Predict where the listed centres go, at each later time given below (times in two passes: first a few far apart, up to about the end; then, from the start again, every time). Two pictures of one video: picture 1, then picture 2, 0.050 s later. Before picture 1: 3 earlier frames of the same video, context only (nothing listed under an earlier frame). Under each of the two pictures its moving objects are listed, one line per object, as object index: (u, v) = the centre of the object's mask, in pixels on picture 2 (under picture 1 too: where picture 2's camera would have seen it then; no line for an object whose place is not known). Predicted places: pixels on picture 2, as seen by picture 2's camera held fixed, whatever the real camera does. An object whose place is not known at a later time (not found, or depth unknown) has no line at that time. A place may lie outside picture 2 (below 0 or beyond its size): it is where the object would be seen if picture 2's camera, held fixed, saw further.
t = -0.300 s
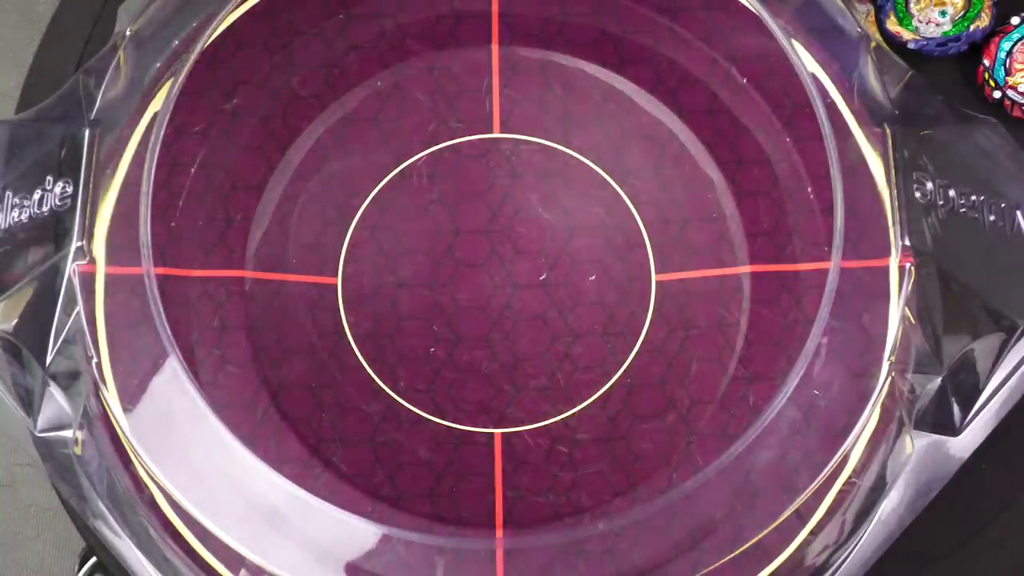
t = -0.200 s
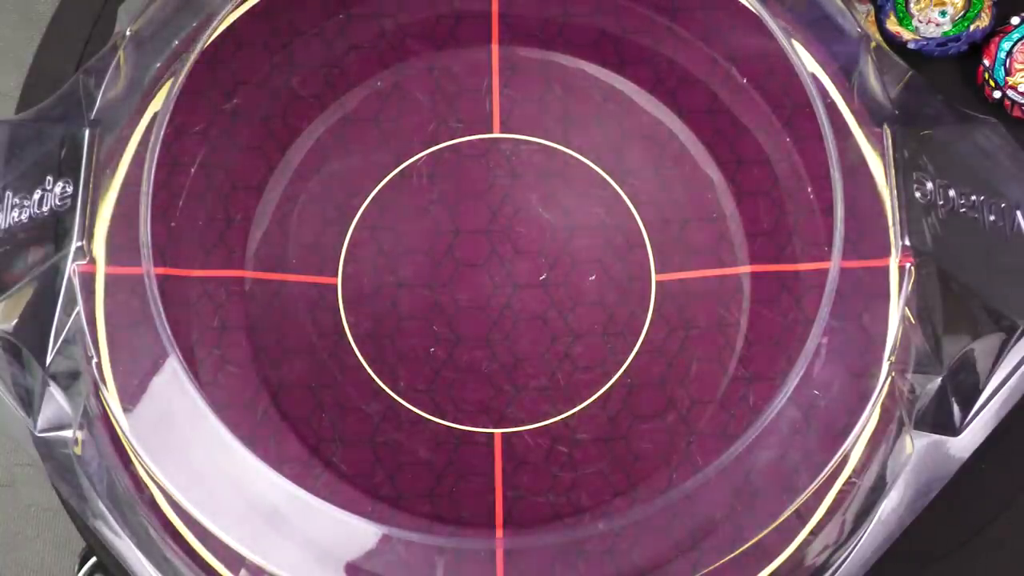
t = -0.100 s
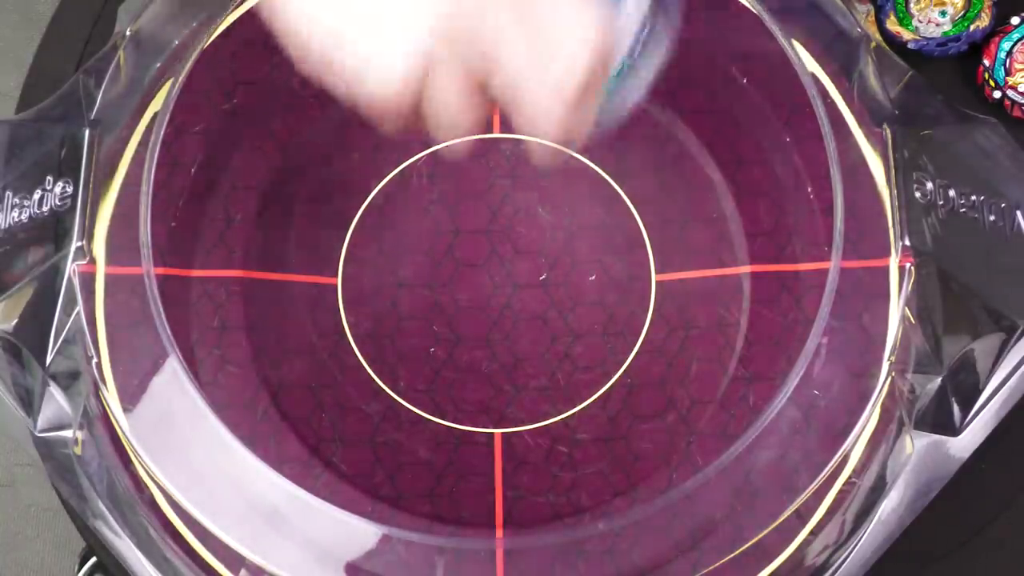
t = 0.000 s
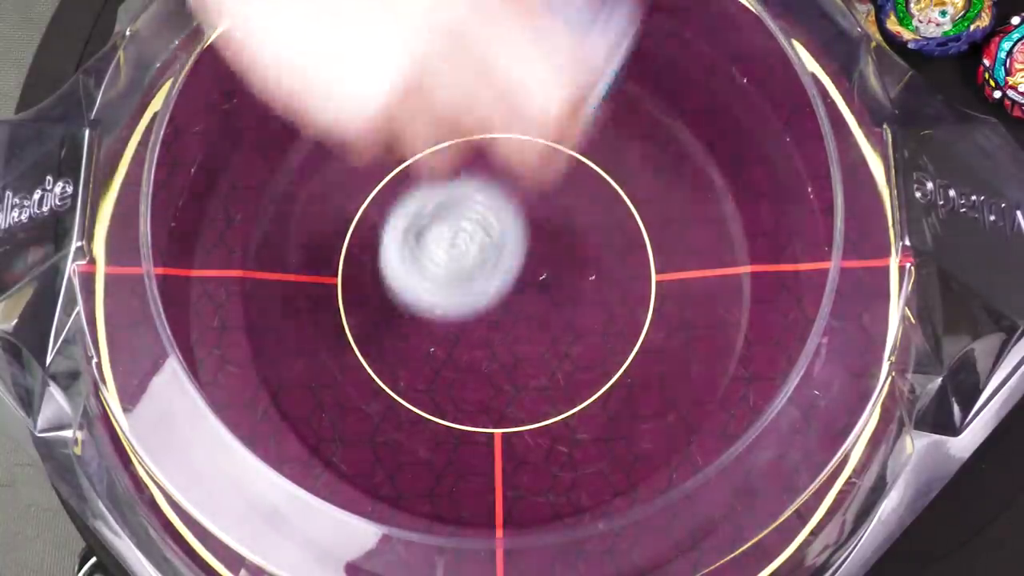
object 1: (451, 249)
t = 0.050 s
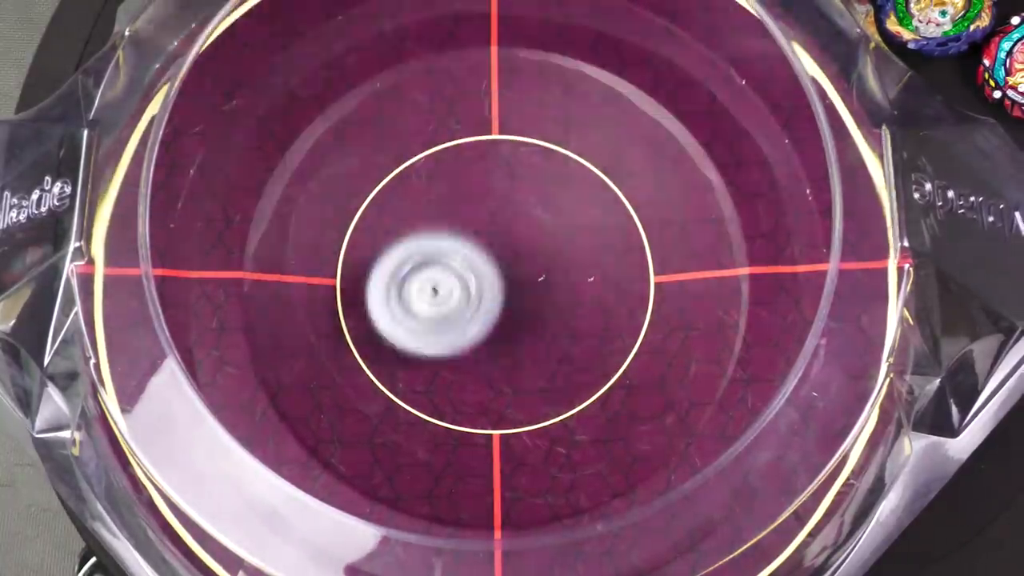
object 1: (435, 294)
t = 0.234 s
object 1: (500, 258)
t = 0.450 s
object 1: (613, 271)
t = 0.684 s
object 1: (556, 380)
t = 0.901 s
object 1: (376, 309)
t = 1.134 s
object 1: (465, 73)
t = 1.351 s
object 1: (722, 61)
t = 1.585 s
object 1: (752, 192)
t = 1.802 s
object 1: (563, 376)
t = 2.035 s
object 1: (263, 300)
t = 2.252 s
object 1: (260, 60)
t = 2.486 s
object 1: (445, 22)
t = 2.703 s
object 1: (650, 120)
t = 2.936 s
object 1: (645, 453)
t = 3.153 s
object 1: (387, 546)
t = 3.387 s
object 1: (207, 395)
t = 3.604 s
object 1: (192, 236)
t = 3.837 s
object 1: (322, 89)
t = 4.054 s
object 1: (605, 90)
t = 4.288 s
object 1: (746, 360)
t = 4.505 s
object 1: (629, 533)
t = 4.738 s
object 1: (408, 539)
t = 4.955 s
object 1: (299, 440)
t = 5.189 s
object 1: (338, 174)
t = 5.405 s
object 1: (589, 56)
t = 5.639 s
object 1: (806, 189)
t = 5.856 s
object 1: (771, 398)
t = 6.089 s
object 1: (604, 482)
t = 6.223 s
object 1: (445, 437)
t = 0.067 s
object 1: (438, 286)
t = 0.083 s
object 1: (441, 278)
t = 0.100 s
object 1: (446, 273)
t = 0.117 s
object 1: (450, 270)
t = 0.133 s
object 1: (455, 268)
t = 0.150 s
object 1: (460, 267)
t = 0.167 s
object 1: (466, 269)
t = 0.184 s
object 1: (471, 273)
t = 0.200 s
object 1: (479, 270)
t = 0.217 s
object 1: (489, 263)
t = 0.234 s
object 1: (500, 258)
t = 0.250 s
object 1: (510, 255)
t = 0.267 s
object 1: (520, 253)
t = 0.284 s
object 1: (530, 250)
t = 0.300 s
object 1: (541, 248)
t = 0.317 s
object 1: (552, 247)
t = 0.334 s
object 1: (563, 249)
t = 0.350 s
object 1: (572, 248)
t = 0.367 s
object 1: (580, 251)
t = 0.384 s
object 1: (589, 254)
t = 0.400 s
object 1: (596, 257)
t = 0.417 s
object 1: (603, 261)
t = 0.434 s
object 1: (608, 266)
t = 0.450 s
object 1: (613, 271)
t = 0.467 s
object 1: (616, 277)
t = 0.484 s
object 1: (619, 284)
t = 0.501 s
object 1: (619, 291)
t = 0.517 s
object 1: (619, 299)
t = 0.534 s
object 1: (617, 307)
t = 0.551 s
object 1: (616, 314)
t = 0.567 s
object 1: (611, 323)
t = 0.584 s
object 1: (607, 332)
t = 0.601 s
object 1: (600, 340)
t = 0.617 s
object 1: (594, 349)
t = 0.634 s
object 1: (586, 357)
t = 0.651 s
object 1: (577, 365)
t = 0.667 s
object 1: (567, 373)
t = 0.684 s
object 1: (556, 380)
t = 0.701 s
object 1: (542, 386)
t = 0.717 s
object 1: (529, 390)
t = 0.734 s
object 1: (512, 393)
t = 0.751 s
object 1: (496, 394)
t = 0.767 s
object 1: (479, 392)
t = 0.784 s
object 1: (464, 389)
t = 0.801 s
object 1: (448, 383)
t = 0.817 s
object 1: (433, 376)
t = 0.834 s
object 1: (419, 366)
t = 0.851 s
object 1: (406, 355)
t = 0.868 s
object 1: (394, 341)
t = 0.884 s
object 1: (384, 325)
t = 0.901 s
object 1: (376, 309)
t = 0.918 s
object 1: (370, 291)
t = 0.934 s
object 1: (366, 274)
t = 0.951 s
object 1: (364, 255)
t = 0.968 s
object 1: (362, 235)
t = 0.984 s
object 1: (365, 216)
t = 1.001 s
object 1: (369, 197)
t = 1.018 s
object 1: (375, 179)
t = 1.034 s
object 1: (383, 160)
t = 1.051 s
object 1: (392, 142)
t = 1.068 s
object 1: (404, 126)
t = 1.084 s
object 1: (418, 110)
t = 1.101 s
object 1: (432, 97)
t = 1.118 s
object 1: (448, 84)
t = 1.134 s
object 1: (465, 73)
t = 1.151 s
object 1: (484, 64)
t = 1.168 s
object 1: (503, 56)
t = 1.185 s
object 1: (523, 52)
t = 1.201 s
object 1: (544, 49)
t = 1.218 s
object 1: (565, 48)
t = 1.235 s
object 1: (586, 47)
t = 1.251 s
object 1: (606, 49)
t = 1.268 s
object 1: (627, 52)
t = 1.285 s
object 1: (647, 54)
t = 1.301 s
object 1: (666, 56)
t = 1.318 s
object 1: (687, 57)
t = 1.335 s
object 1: (706, 58)
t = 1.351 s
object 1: (722, 61)
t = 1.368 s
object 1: (741, 62)
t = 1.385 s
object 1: (759, 66)
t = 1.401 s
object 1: (776, 72)
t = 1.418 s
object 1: (791, 77)
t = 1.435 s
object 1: (798, 85)
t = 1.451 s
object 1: (795, 96)
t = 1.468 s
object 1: (791, 107)
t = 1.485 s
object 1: (786, 120)
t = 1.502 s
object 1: (780, 133)
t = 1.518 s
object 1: (775, 146)
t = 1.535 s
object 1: (769, 159)
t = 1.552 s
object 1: (763, 171)
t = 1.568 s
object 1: (758, 181)
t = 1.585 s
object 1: (752, 192)
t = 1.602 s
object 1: (745, 202)
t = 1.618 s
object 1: (738, 213)
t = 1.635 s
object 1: (730, 225)
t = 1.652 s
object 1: (720, 238)
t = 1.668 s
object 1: (709, 253)
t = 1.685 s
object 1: (697, 268)
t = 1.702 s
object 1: (682, 284)
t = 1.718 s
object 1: (667, 301)
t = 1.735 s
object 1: (650, 317)
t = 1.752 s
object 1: (631, 334)
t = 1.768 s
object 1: (611, 349)
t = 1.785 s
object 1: (588, 364)
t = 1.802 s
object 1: (563, 376)
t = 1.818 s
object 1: (539, 386)
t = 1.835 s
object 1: (511, 394)
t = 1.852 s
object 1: (484, 398)
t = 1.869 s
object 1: (458, 400)
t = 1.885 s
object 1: (431, 399)
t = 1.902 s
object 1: (406, 396)
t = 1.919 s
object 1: (382, 391)
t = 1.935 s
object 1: (359, 382)
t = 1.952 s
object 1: (338, 372)
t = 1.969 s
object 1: (319, 362)
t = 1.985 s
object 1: (301, 348)
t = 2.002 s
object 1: (286, 333)
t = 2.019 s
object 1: (273, 318)
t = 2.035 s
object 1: (263, 300)
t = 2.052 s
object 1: (255, 282)
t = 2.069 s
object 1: (248, 263)
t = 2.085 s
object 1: (243, 244)
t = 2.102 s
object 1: (241, 224)
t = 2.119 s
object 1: (242, 203)
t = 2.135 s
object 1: (245, 185)
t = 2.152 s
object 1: (248, 165)
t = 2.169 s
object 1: (250, 146)
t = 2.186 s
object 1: (252, 127)
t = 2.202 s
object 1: (253, 109)
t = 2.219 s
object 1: (254, 92)
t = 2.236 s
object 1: (257, 76)
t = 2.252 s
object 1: (260, 60)
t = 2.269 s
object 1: (262, 49)
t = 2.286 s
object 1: (269, 40)
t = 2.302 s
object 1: (275, 32)
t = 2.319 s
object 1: (280, 25)
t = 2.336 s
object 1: (293, 20)
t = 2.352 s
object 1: (307, 20)
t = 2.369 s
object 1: (323, 19)
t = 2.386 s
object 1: (339, 19)
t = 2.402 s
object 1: (355, 18)
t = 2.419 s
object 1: (369, 18)
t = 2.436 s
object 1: (387, 19)
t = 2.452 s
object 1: (407, 20)
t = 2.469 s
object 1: (426, 21)
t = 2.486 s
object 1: (445, 22)
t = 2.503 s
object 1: (464, 23)
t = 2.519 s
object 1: (483, 26)
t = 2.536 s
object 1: (501, 28)
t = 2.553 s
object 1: (516, 30)
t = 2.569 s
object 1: (532, 34)
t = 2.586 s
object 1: (547, 38)
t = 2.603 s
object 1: (563, 43)
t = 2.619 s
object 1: (577, 49)
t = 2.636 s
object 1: (591, 57)
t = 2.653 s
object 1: (606, 68)
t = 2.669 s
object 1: (622, 84)
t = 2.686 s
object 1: (635, 101)
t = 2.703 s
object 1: (650, 120)
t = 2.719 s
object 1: (662, 140)
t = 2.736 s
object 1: (675, 163)
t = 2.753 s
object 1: (683, 184)
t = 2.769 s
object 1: (691, 209)
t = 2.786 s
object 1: (697, 234)
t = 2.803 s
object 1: (702, 260)
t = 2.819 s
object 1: (703, 284)
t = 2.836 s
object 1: (702, 313)
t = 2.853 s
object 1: (698, 339)
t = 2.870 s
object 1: (693, 363)
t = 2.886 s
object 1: (684, 387)
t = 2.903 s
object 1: (673, 411)
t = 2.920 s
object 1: (659, 433)
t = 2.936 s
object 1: (645, 453)
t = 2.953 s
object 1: (626, 471)
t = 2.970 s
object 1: (606, 488)
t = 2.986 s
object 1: (584, 501)
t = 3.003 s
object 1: (562, 510)
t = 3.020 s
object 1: (540, 517)
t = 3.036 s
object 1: (518, 524)
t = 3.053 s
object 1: (499, 529)
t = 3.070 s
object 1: (480, 534)
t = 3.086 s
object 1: (460, 539)
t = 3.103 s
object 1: (443, 543)
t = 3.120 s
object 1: (424, 545)
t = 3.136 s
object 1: (404, 547)
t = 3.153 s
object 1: (387, 546)
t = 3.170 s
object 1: (369, 544)
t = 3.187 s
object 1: (350, 540)
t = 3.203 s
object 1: (334, 534)
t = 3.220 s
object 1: (319, 528)
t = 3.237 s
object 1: (304, 519)
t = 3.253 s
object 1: (293, 509)
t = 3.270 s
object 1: (278, 492)
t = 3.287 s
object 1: (265, 479)
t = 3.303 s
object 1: (253, 465)
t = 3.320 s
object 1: (242, 450)
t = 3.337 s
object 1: (232, 438)
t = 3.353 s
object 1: (222, 422)
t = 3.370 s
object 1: (214, 409)
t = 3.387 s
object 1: (207, 395)
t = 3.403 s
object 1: (201, 384)
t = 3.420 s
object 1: (196, 372)
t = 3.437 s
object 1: (190, 362)
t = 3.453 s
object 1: (186, 349)
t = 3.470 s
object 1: (183, 337)
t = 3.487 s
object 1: (182, 323)
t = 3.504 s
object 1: (181, 311)
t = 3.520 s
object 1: (181, 299)
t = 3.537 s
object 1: (182, 286)
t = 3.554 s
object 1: (183, 273)
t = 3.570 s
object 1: (185, 261)
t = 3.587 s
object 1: (188, 248)
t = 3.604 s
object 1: (192, 236)
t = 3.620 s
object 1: (196, 224)
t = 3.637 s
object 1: (201, 211)
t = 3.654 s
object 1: (209, 200)
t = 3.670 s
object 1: (214, 188)
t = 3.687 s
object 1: (222, 176)
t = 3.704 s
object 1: (230, 165)
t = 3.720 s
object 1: (239, 154)
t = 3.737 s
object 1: (249, 143)
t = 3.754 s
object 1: (258, 134)
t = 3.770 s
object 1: (269, 123)
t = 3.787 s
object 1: (281, 115)
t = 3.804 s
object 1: (294, 105)
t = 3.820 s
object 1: (306, 97)
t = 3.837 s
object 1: (322, 89)
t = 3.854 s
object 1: (338, 82)
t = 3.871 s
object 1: (357, 76)
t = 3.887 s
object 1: (376, 71)
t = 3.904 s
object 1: (396, 67)
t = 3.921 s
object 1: (418, 64)
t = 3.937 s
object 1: (441, 62)
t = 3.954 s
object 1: (464, 62)
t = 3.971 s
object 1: (487, 62)
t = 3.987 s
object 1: (513, 64)
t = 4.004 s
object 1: (537, 68)
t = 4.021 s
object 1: (560, 73)
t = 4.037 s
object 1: (582, 80)
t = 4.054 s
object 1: (605, 90)
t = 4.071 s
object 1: (628, 101)
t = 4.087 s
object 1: (649, 114)
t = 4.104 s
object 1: (667, 128)
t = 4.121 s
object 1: (685, 144)
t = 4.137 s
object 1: (702, 162)
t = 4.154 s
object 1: (717, 180)
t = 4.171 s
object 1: (729, 198)
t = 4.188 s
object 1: (738, 221)
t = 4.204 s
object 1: (747, 244)
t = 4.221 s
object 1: (751, 266)
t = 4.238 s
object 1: (751, 289)
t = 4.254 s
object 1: (749, 313)
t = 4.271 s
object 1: (747, 338)
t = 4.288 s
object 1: (746, 360)
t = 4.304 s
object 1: (744, 383)
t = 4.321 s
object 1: (742, 404)
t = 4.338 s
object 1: (740, 425)
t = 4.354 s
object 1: (738, 444)
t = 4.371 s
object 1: (734, 461)
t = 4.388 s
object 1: (731, 480)
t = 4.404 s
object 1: (727, 496)
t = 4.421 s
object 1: (718, 507)
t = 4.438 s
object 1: (707, 515)
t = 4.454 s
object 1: (691, 522)
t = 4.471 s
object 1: (672, 527)
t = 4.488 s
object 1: (651, 530)
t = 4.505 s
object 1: (629, 533)
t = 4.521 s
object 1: (609, 536)
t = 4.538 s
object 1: (590, 538)
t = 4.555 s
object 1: (573, 540)
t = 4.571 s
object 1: (555, 542)
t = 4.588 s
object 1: (539, 544)
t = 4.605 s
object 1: (523, 545)
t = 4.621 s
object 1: (508, 546)
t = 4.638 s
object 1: (493, 547)
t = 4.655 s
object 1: (479, 548)
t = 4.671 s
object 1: (465, 547)
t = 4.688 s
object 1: (449, 546)
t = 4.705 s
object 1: (436, 544)
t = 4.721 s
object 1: (422, 542)
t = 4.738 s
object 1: (408, 539)
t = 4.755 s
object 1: (396, 537)
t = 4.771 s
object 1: (386, 534)
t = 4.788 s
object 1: (375, 530)
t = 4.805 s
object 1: (364, 526)
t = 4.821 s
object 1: (355, 522)
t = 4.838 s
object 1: (346, 516)
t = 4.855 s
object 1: (338, 510)
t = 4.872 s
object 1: (329, 501)
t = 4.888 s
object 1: (323, 491)
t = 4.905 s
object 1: (318, 481)
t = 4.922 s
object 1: (310, 466)
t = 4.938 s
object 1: (305, 452)
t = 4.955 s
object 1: (299, 440)
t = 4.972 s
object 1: (296, 425)
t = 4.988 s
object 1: (295, 409)
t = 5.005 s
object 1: (290, 397)
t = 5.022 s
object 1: (287, 380)
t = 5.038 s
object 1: (286, 362)
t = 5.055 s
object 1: (287, 343)
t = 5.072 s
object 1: (288, 323)
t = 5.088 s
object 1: (291, 301)
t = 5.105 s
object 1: (295, 280)
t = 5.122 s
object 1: (301, 258)
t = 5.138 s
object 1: (307, 237)
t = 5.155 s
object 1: (316, 214)
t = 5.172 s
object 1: (326, 195)
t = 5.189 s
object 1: (338, 174)
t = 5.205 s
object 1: (352, 155)
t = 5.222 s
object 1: (367, 137)
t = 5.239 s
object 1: (382, 121)
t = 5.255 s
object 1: (400, 105)
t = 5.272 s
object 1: (419, 92)
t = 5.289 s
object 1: (440, 81)
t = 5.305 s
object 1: (460, 72)
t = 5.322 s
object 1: (481, 64)
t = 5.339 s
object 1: (503, 58)
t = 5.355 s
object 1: (525, 55)
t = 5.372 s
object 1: (547, 55)
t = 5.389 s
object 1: (569, 54)
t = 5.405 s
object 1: (589, 56)
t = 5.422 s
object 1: (611, 59)
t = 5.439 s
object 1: (630, 64)
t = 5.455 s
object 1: (650, 73)
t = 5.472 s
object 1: (668, 84)
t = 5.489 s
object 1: (685, 96)
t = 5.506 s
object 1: (702, 108)
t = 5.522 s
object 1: (718, 119)
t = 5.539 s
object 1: (733, 130)
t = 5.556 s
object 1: (747, 140)
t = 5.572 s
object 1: (760, 150)
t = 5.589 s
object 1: (773, 160)
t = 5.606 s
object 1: (786, 169)
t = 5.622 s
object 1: (797, 178)
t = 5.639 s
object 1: (806, 189)
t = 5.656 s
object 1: (814, 200)
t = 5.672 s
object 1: (819, 213)
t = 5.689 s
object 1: (823, 228)
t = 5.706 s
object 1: (825, 243)
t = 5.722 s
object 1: (825, 260)
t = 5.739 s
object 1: (823, 276)
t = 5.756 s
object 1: (819, 294)
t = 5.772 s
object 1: (814, 313)
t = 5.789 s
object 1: (807, 331)
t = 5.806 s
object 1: (800, 348)
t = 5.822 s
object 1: (790, 366)
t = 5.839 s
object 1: (780, 382)
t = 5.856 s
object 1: (771, 398)
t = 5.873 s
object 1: (761, 412)
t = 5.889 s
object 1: (751, 425)
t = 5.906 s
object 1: (741, 435)
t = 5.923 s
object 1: (730, 445)
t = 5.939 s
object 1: (720, 453)
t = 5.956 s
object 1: (709, 460)
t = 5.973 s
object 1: (697, 466)
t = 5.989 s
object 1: (685, 470)
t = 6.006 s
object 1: (673, 475)
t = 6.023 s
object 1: (660, 477)
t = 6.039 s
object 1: (647, 480)
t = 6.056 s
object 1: (634, 481)
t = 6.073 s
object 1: (619, 481)
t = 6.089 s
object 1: (604, 482)
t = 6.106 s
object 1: (587, 481)
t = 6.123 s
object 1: (568, 479)
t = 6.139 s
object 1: (548, 472)
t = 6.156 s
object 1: (528, 469)
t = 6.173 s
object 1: (508, 464)
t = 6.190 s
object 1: (487, 457)
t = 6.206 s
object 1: (465, 448)
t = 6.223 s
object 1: (445, 437)
